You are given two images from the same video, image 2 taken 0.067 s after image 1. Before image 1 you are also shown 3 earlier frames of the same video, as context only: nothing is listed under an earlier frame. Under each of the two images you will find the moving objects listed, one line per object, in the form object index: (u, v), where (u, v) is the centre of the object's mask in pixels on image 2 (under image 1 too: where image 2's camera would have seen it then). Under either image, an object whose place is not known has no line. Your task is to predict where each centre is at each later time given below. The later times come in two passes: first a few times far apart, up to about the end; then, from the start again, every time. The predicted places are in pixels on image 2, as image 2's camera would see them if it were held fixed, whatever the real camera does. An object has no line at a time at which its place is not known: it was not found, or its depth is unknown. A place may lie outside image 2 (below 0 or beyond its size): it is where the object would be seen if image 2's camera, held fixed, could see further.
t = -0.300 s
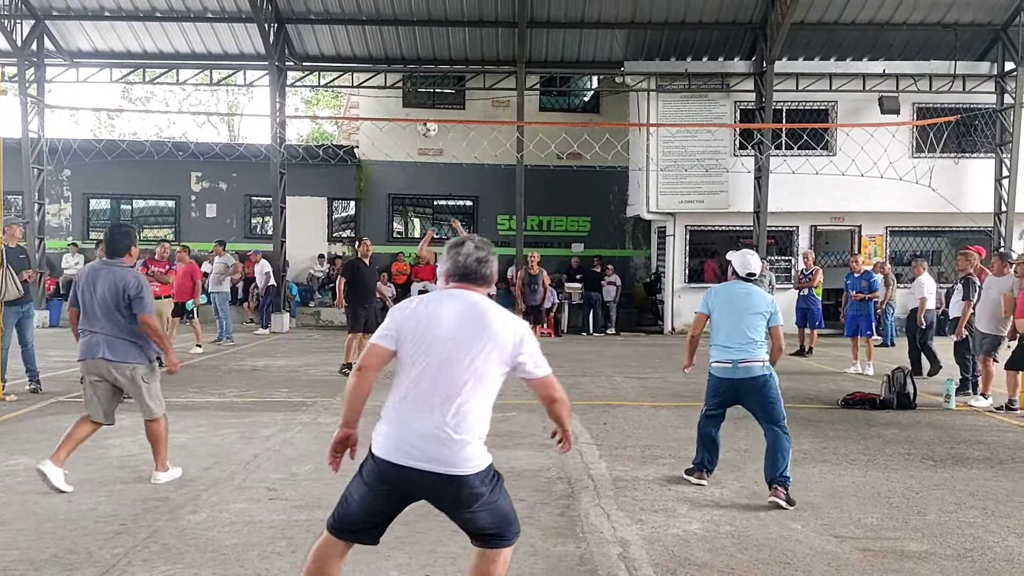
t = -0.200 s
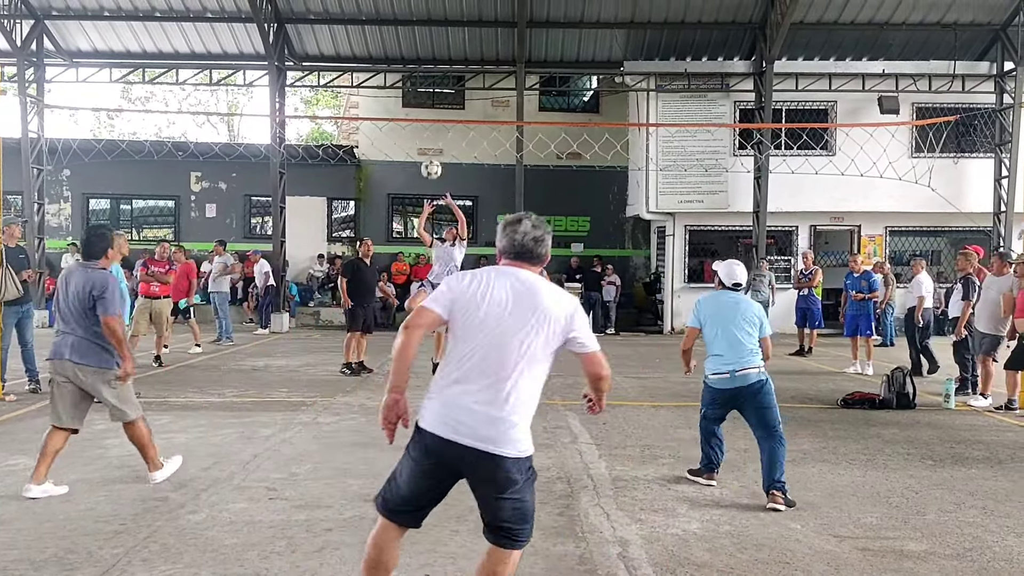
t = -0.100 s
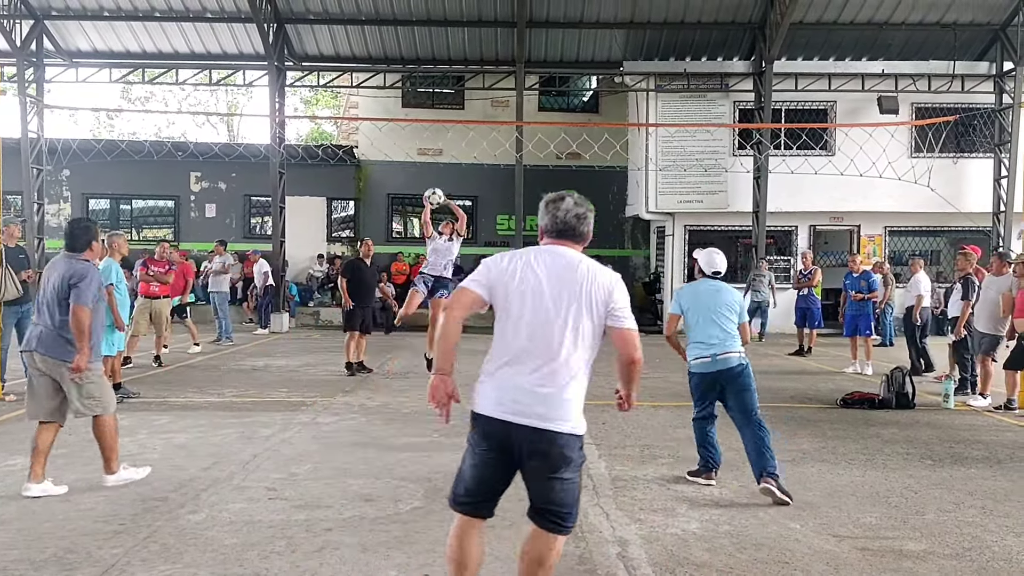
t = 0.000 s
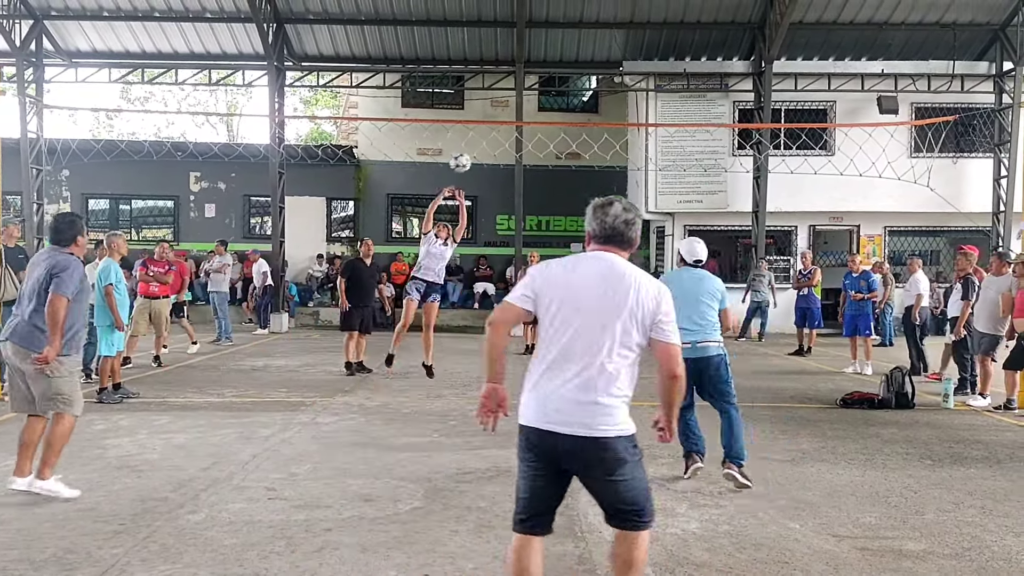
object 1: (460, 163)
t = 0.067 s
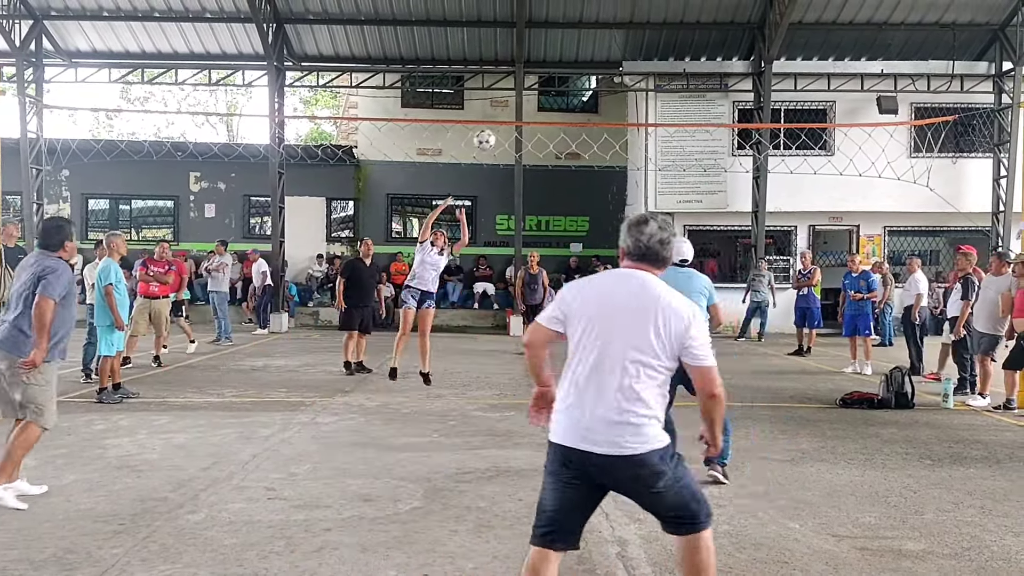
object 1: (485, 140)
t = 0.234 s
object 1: (548, 100)
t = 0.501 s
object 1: (662, 88)
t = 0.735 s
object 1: (767, 145)
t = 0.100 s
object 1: (497, 130)
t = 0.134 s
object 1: (510, 120)
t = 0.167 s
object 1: (522, 112)
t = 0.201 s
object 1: (535, 106)
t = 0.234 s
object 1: (548, 100)
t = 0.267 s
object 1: (562, 95)
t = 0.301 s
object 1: (575, 90)
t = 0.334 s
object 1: (589, 87)
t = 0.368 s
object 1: (603, 85)
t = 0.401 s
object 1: (618, 84)
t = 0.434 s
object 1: (632, 84)
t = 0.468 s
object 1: (647, 85)
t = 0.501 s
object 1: (662, 88)
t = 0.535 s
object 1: (676, 92)
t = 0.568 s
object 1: (691, 97)
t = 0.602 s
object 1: (706, 104)
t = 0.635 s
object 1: (721, 112)
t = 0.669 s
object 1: (737, 122)
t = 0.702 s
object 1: (752, 132)
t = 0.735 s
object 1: (767, 145)
